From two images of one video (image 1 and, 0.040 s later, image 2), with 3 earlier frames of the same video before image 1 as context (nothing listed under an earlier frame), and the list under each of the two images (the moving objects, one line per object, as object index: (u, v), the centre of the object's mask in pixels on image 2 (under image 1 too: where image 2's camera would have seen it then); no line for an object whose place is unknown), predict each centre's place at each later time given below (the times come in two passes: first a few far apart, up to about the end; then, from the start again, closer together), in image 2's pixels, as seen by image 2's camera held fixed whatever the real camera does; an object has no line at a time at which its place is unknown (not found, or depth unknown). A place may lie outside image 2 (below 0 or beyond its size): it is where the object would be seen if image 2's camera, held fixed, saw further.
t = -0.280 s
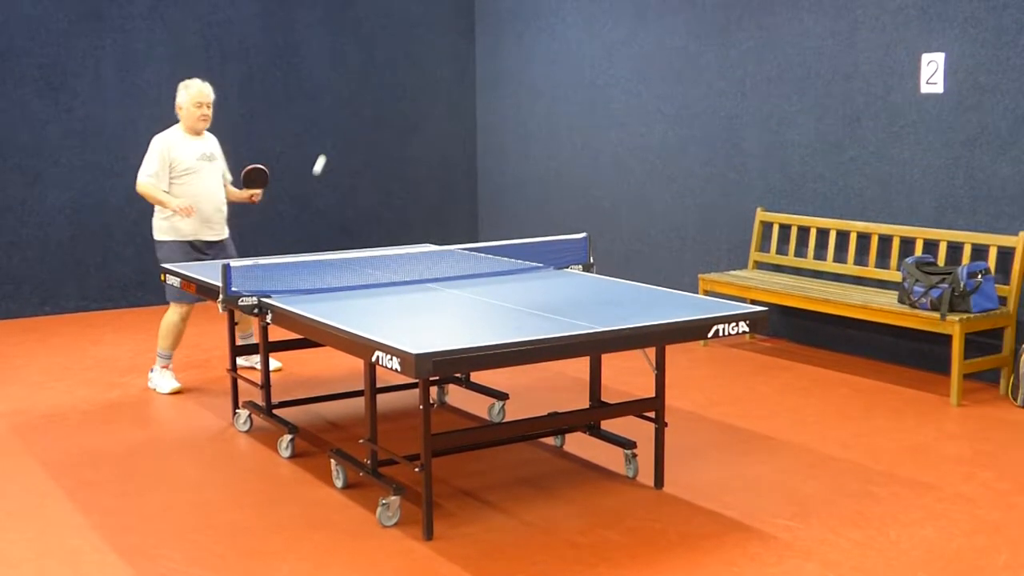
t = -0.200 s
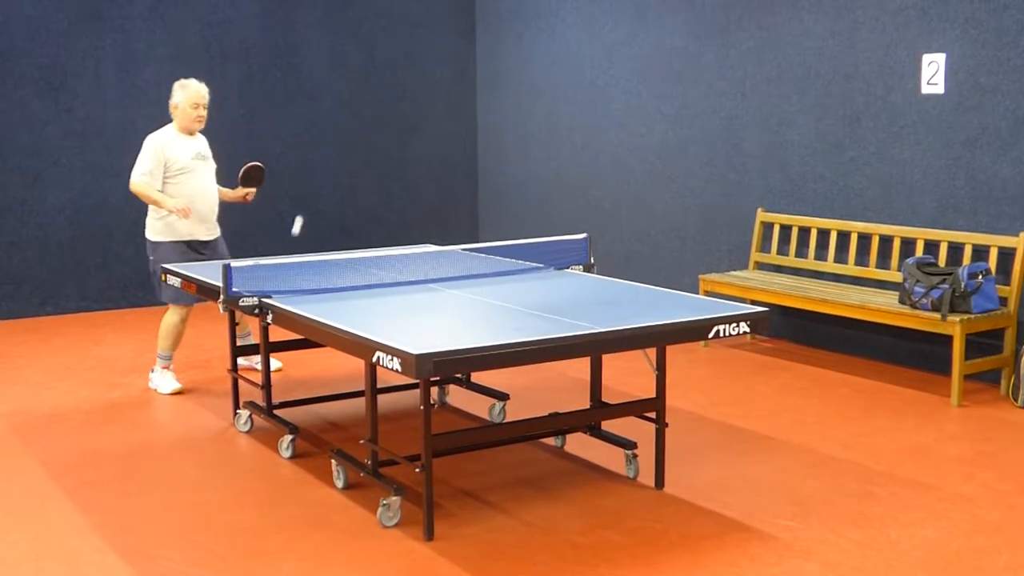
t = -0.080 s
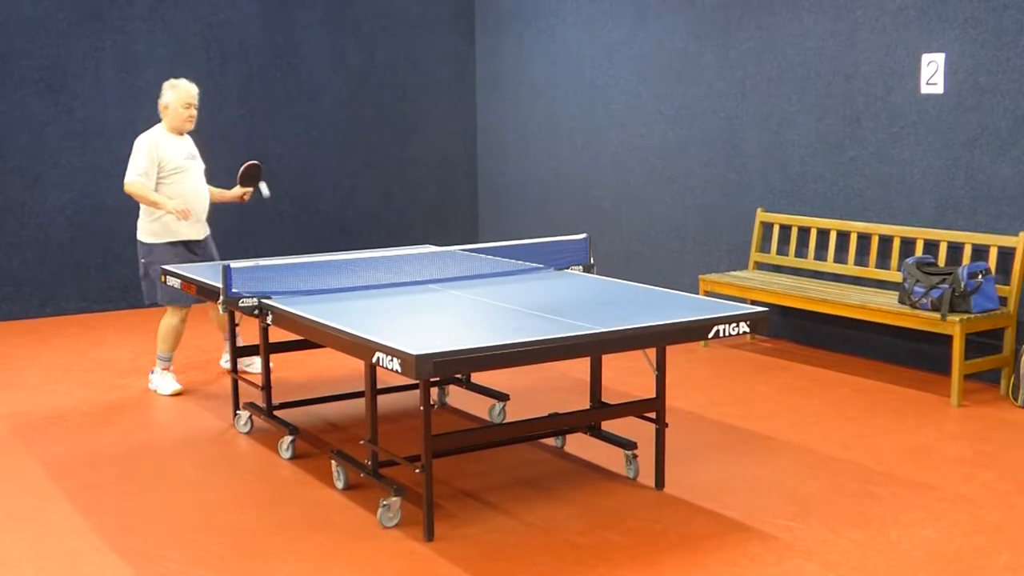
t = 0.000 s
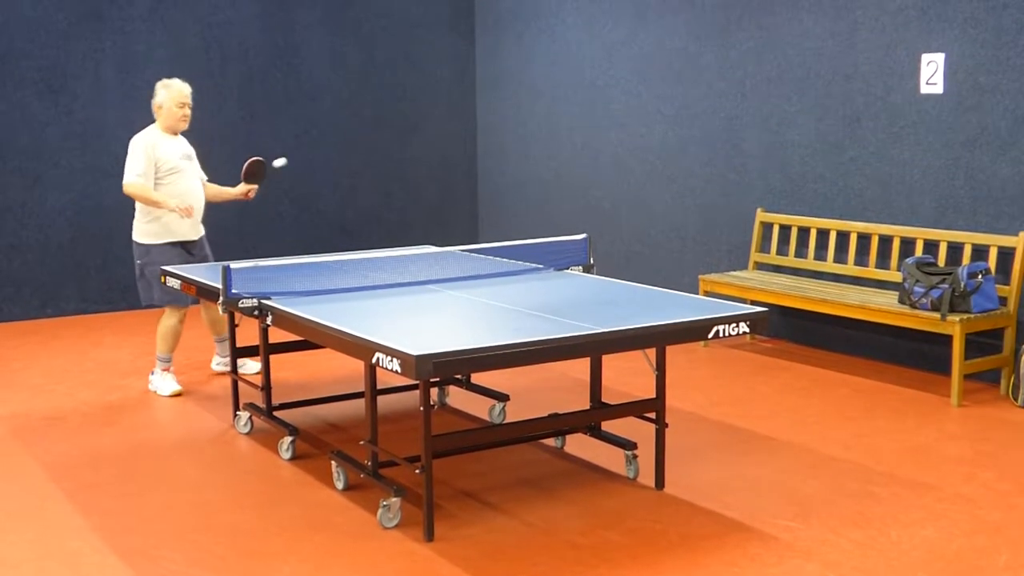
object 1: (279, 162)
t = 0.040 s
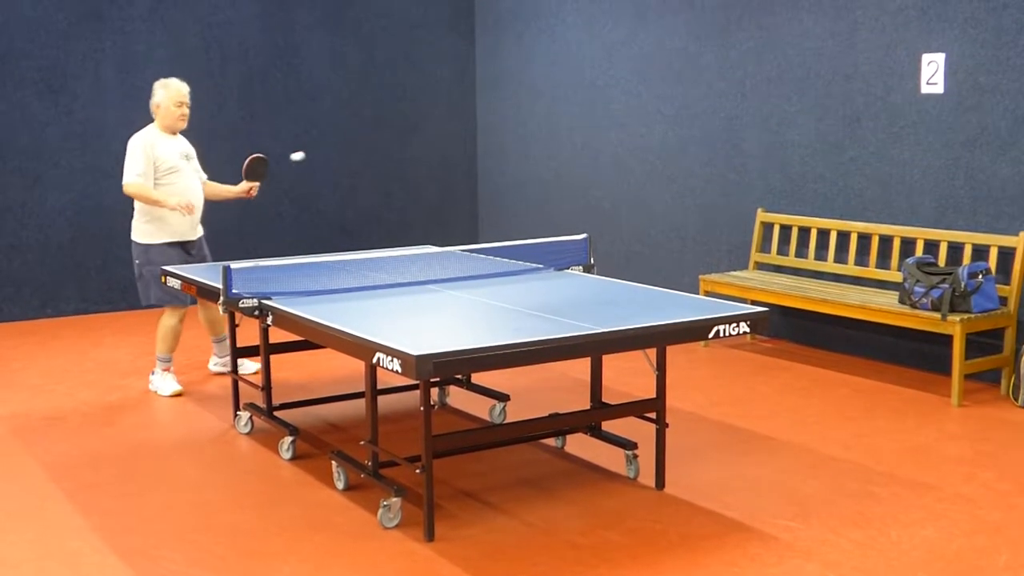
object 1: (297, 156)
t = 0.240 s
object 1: (404, 173)
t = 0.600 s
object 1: (663, 235)
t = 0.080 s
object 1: (315, 153)
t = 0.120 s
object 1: (335, 152)
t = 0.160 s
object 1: (357, 155)
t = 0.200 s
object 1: (380, 162)
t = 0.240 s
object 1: (404, 173)
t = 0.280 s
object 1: (431, 188)
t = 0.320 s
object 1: (458, 207)
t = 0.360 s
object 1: (487, 230)
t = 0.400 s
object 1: (517, 258)
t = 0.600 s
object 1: (663, 235)
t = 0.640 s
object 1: (693, 227)
